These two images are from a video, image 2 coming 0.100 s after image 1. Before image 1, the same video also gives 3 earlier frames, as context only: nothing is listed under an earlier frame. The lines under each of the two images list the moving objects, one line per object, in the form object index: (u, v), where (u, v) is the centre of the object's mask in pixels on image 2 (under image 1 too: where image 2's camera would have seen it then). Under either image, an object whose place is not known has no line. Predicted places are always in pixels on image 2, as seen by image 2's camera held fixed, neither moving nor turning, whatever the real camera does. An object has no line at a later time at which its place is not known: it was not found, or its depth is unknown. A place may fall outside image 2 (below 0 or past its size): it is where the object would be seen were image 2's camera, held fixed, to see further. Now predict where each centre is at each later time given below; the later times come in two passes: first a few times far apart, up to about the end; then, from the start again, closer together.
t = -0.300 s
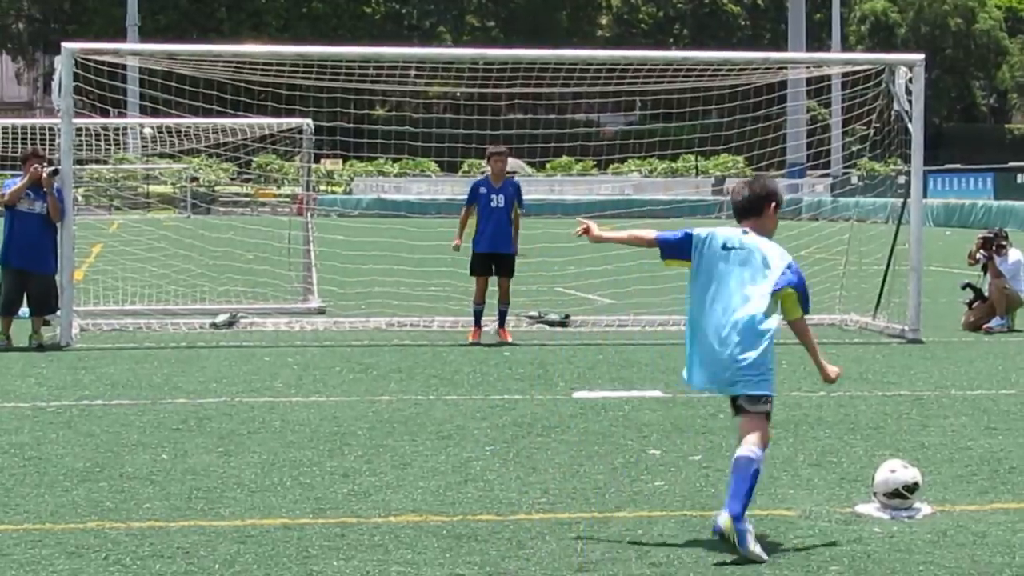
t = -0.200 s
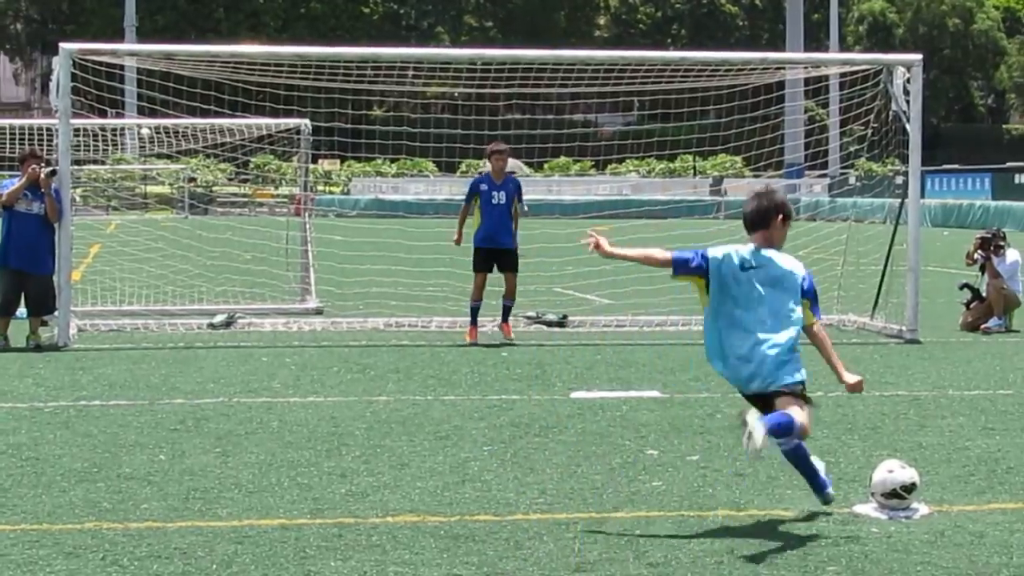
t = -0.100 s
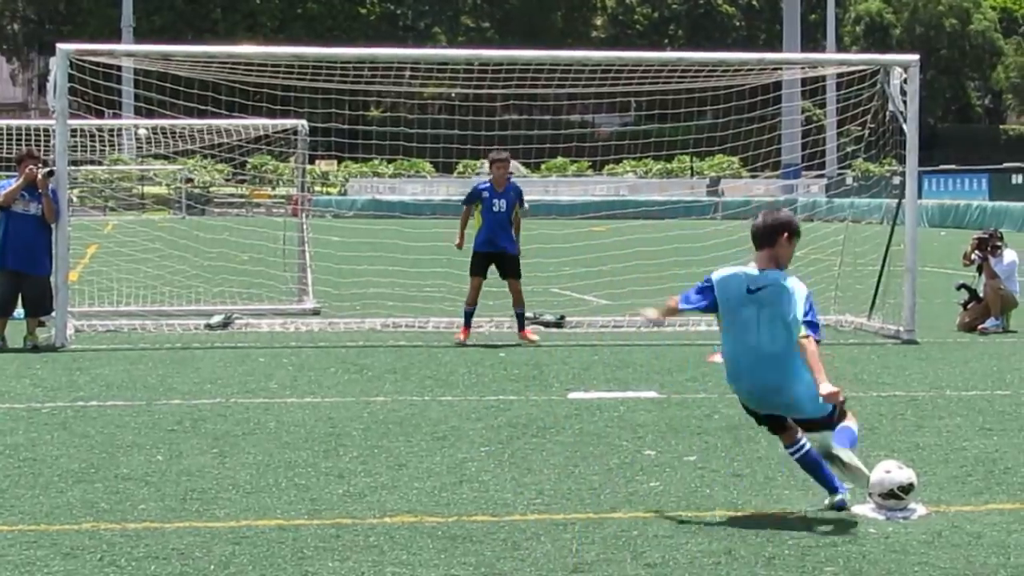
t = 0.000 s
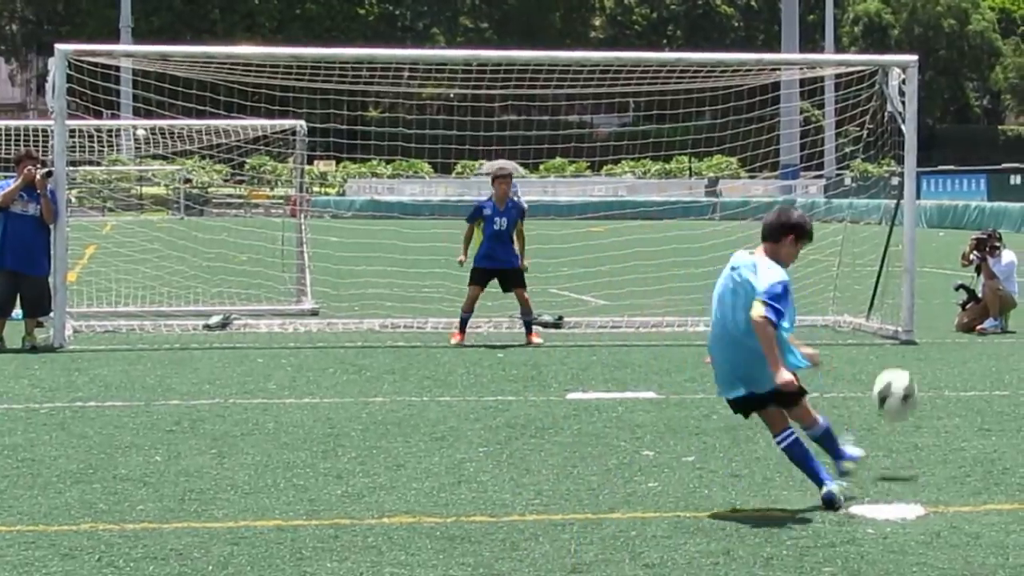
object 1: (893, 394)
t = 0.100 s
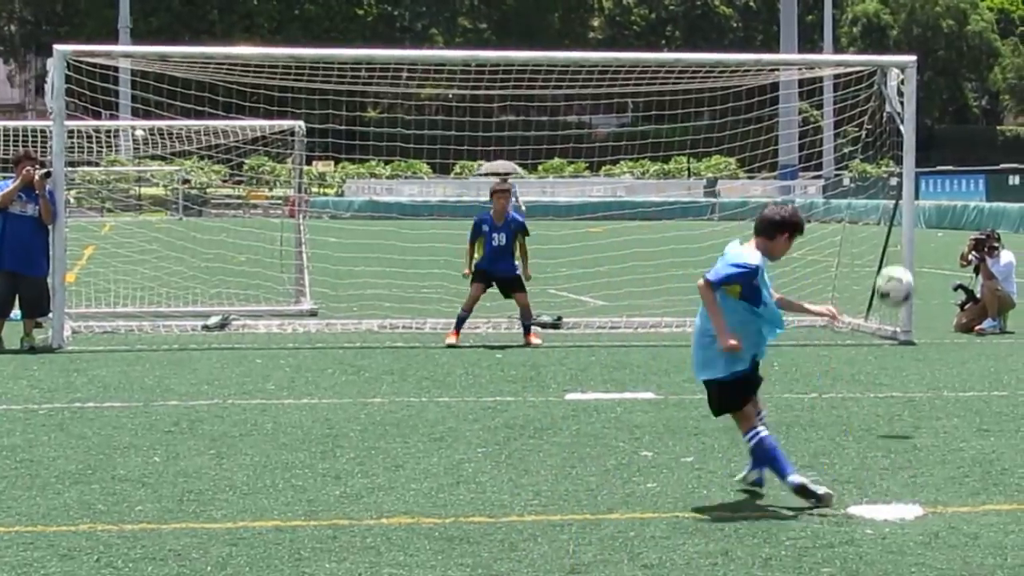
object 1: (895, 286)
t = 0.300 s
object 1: (885, 171)
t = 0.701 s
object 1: (850, 126)
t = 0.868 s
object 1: (815, 146)
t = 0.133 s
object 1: (894, 260)
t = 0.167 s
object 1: (892, 237)
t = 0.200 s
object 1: (890, 217)
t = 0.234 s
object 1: (889, 199)
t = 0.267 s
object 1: (887, 185)
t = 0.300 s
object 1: (885, 171)
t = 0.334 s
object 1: (883, 164)
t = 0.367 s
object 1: (881, 154)
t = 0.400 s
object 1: (879, 149)
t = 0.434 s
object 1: (877, 142)
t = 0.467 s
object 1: (875, 139)
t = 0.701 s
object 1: (850, 126)
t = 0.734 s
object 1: (845, 128)
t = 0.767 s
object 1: (838, 129)
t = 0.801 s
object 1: (832, 134)
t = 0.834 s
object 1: (823, 138)
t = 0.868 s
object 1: (815, 146)
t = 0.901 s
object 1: (806, 155)
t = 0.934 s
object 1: (799, 163)
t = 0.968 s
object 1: (791, 174)
